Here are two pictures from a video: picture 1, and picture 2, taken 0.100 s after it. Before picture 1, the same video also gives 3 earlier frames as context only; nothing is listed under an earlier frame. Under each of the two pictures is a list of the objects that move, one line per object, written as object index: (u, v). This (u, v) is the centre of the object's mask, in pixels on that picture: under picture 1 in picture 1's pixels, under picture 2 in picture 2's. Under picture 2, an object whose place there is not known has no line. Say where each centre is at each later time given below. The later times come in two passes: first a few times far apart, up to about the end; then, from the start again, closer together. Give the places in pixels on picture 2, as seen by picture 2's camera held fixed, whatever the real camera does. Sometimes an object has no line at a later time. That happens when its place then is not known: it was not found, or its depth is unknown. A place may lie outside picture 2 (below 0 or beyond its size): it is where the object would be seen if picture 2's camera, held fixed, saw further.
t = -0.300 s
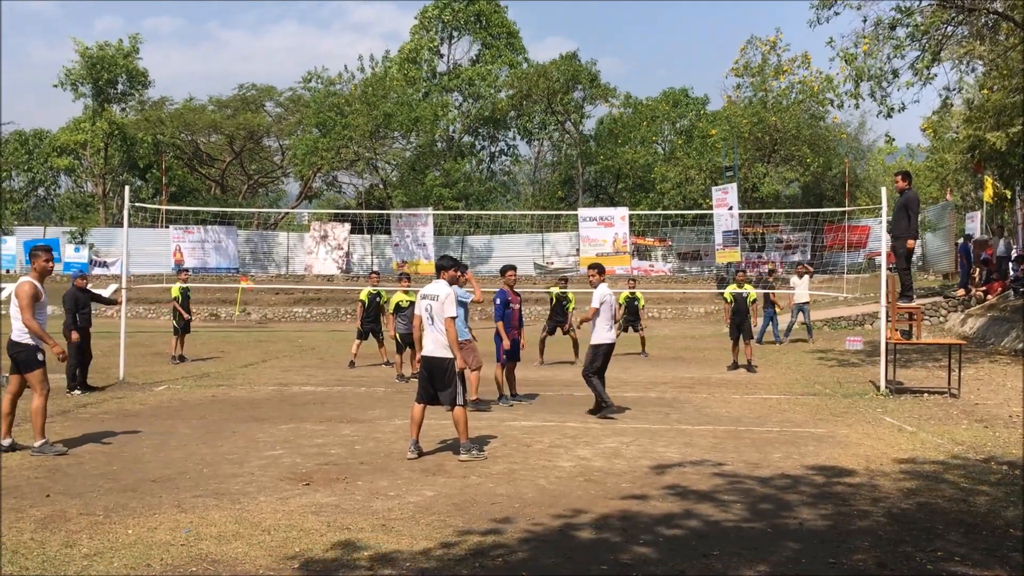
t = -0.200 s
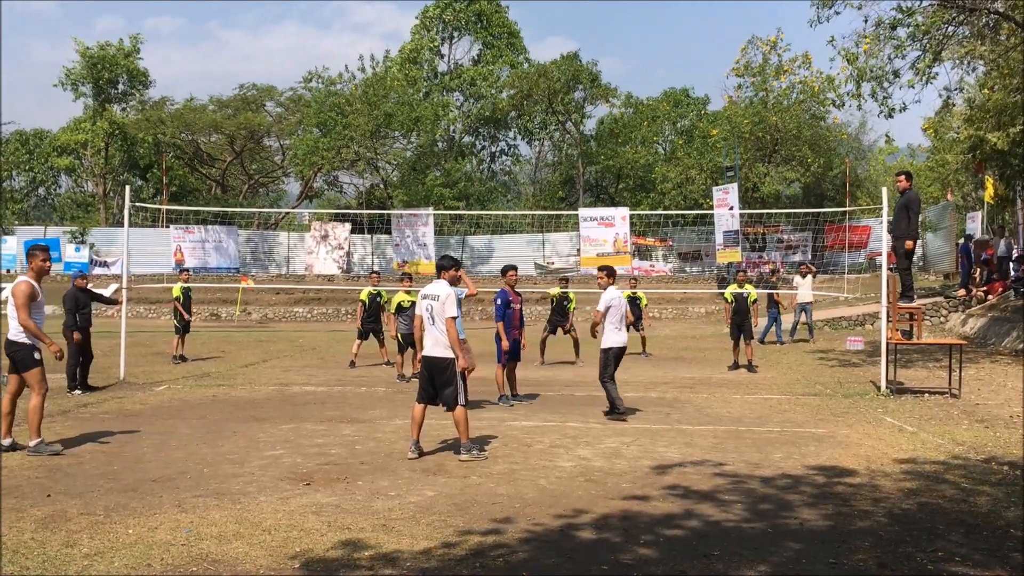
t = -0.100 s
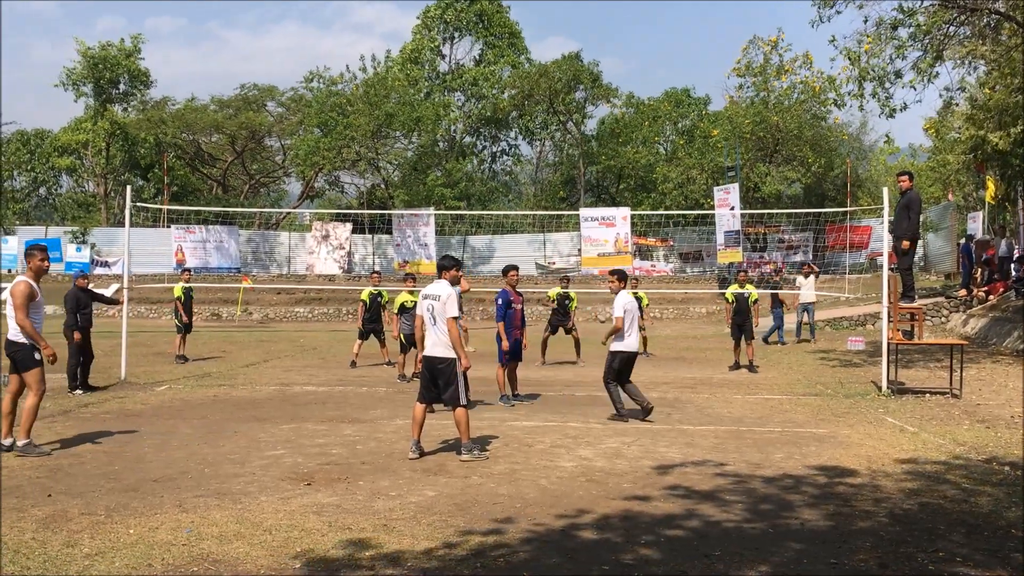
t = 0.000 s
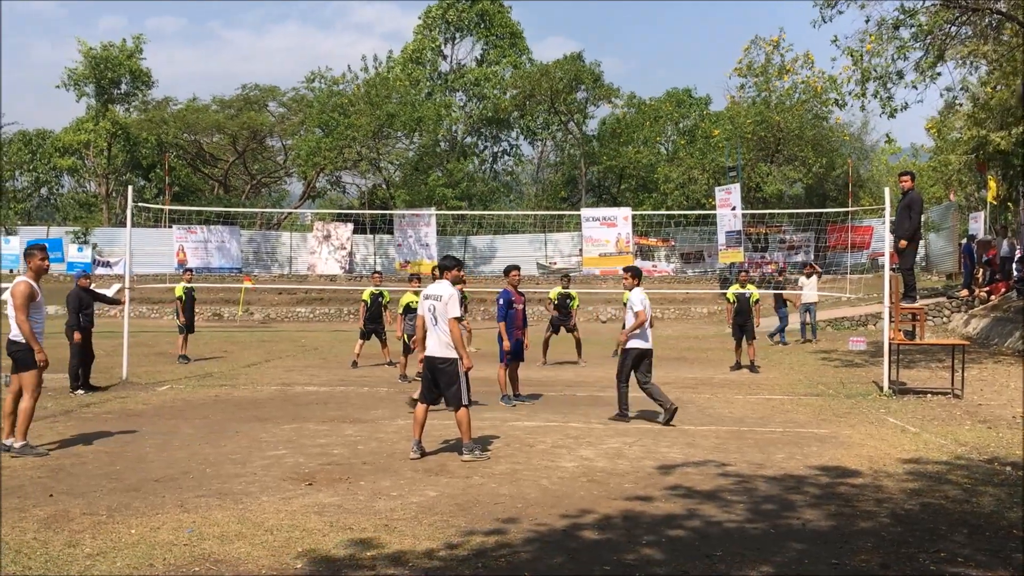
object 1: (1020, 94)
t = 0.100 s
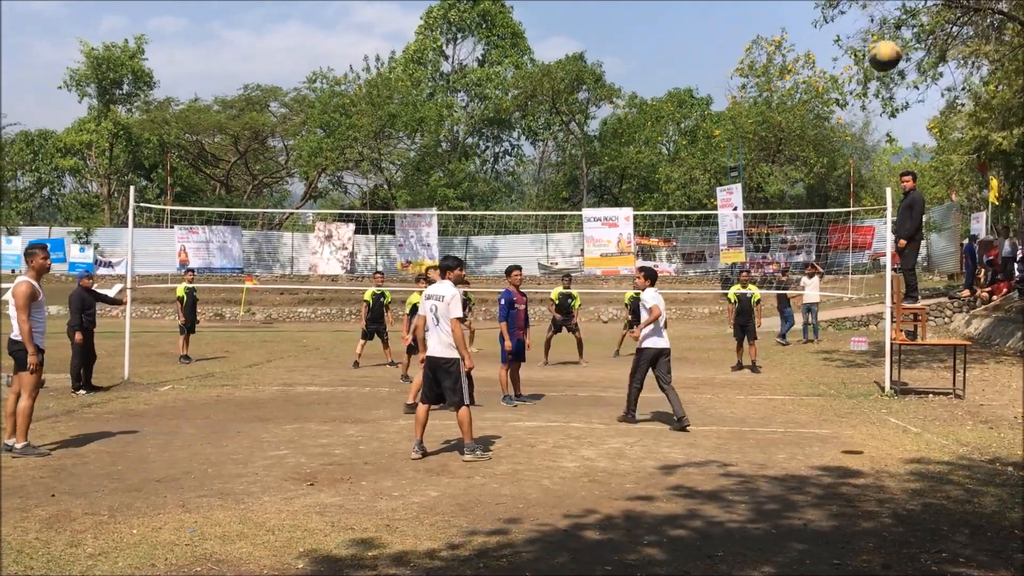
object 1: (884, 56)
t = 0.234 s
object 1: (748, 42)
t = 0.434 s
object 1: (619, 56)
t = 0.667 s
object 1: (524, 96)
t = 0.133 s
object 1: (845, 50)
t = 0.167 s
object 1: (809, 46)
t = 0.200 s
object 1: (778, 43)
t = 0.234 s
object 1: (748, 42)
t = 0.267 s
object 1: (722, 41)
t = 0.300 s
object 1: (698, 42)
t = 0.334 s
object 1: (676, 45)
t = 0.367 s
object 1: (655, 48)
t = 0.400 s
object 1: (636, 51)
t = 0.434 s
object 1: (619, 56)
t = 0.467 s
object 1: (603, 60)
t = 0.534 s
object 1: (574, 69)
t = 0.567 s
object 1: (560, 76)
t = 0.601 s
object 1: (548, 83)
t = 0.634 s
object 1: (535, 89)
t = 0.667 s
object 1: (524, 96)
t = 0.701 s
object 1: (514, 104)
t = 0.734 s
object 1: (504, 112)
